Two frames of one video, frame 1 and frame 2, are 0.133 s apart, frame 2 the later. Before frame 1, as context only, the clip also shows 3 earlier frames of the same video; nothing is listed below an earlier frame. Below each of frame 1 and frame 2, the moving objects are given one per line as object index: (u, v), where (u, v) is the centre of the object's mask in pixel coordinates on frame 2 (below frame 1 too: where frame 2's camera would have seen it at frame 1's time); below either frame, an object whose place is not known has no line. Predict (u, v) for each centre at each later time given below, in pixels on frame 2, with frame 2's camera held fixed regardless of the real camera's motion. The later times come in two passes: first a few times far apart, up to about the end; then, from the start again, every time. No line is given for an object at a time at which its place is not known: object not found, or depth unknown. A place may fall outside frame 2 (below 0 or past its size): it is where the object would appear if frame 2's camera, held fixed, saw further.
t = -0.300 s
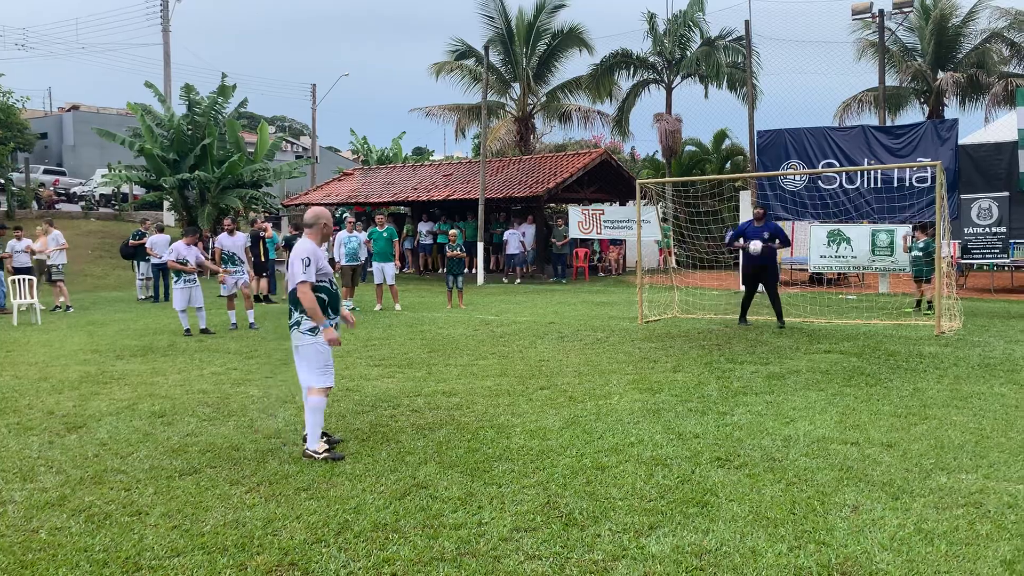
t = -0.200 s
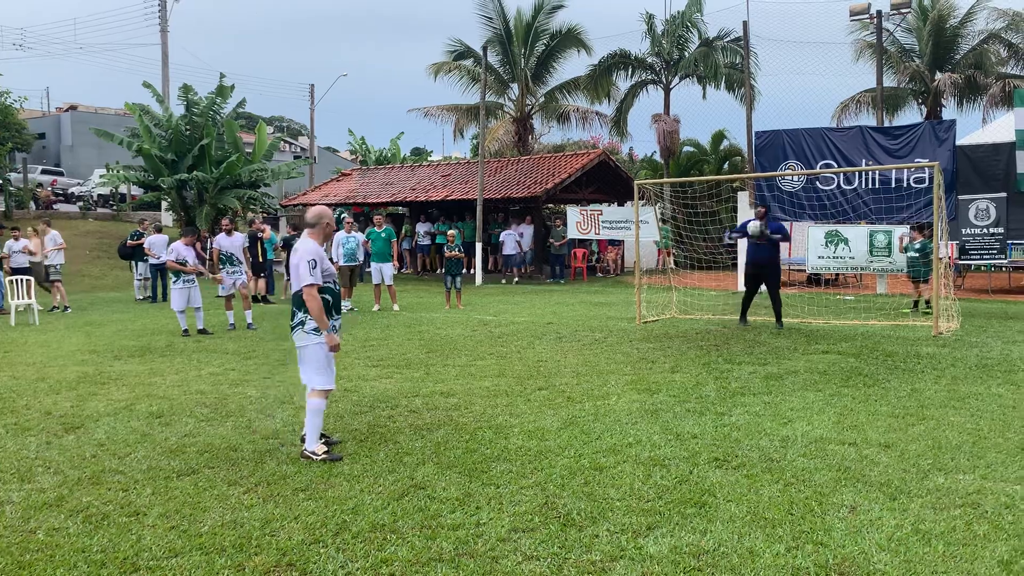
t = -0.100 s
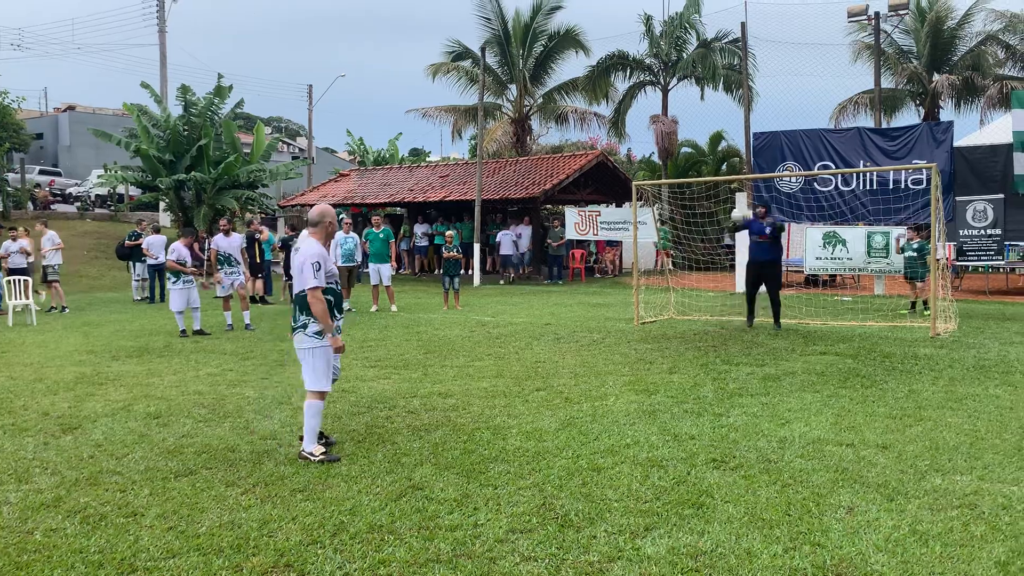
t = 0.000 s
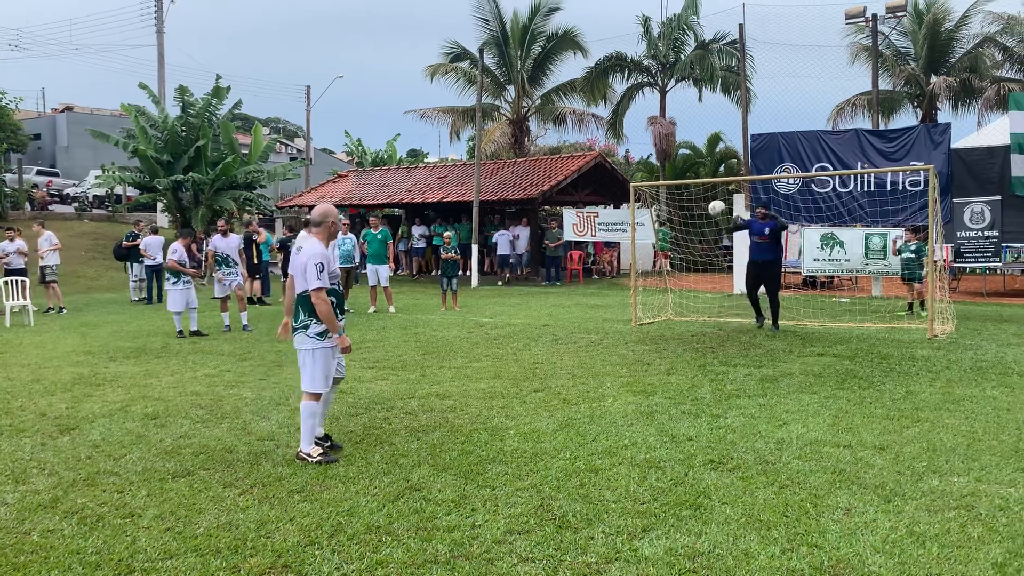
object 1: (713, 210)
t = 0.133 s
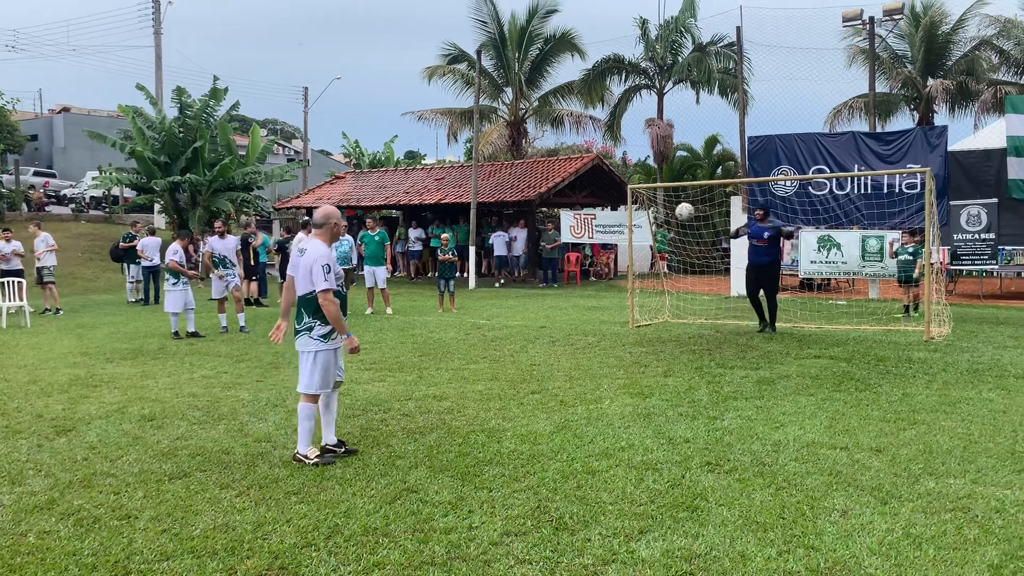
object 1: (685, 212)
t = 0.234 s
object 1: (661, 223)
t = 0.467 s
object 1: (596, 289)
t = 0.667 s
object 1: (528, 396)
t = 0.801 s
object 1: (491, 345)
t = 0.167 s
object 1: (677, 214)
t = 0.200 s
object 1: (669, 218)
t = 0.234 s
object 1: (661, 223)
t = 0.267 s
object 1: (651, 228)
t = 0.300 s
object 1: (643, 235)
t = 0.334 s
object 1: (634, 244)
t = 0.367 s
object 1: (625, 253)
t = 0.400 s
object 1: (616, 264)
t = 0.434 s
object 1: (606, 275)
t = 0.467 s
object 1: (596, 289)
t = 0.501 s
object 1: (585, 305)
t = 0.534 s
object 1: (575, 321)
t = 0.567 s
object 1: (563, 340)
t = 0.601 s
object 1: (551, 361)
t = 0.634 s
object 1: (539, 383)
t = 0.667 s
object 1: (528, 396)
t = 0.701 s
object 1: (519, 381)
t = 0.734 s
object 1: (510, 368)
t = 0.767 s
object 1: (500, 356)
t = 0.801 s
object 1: (491, 345)
